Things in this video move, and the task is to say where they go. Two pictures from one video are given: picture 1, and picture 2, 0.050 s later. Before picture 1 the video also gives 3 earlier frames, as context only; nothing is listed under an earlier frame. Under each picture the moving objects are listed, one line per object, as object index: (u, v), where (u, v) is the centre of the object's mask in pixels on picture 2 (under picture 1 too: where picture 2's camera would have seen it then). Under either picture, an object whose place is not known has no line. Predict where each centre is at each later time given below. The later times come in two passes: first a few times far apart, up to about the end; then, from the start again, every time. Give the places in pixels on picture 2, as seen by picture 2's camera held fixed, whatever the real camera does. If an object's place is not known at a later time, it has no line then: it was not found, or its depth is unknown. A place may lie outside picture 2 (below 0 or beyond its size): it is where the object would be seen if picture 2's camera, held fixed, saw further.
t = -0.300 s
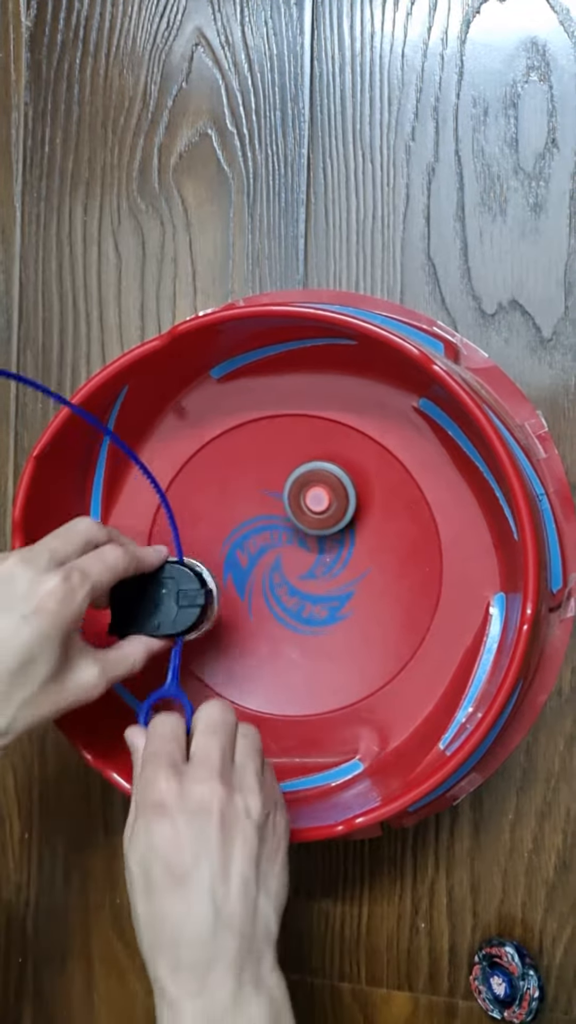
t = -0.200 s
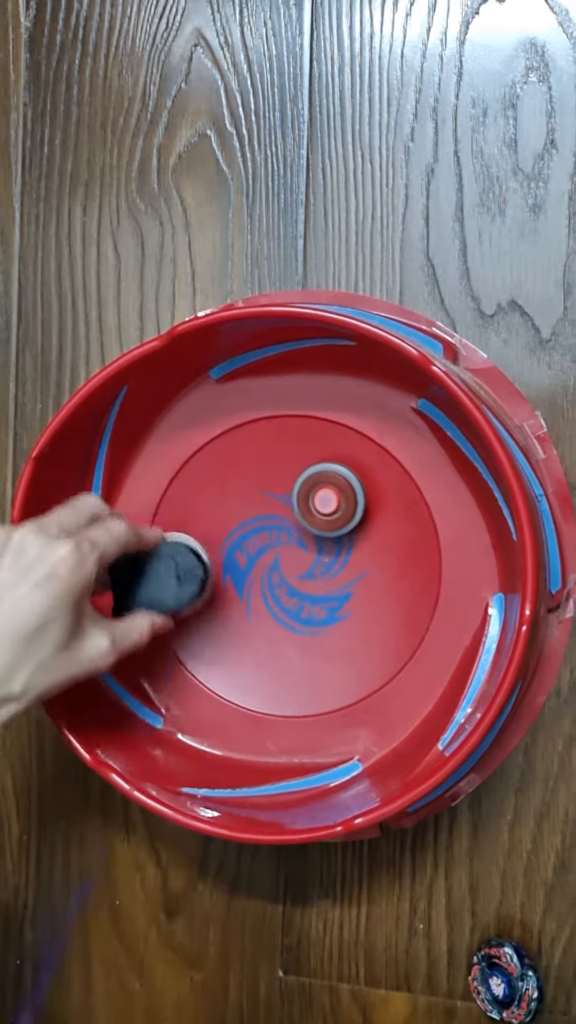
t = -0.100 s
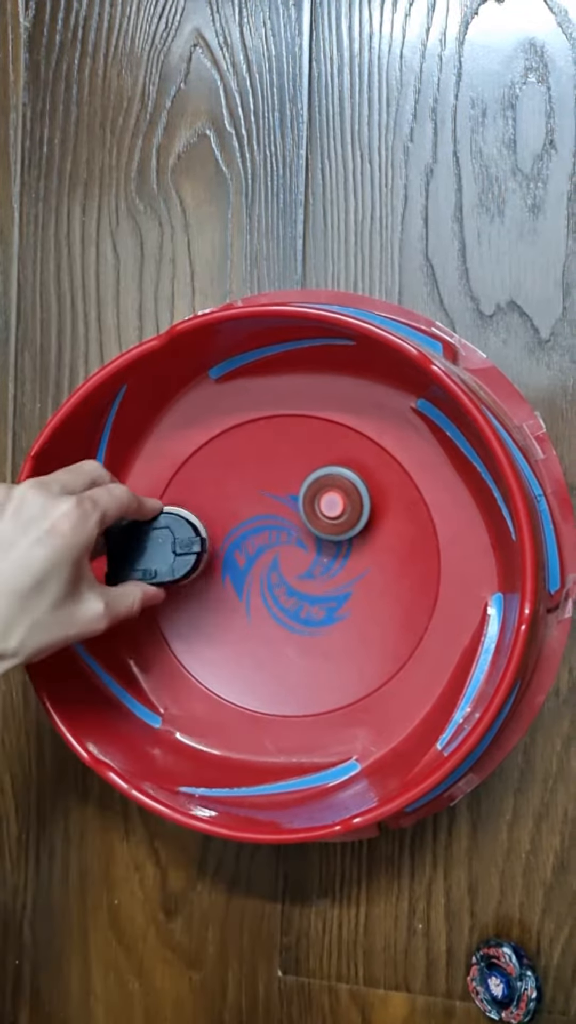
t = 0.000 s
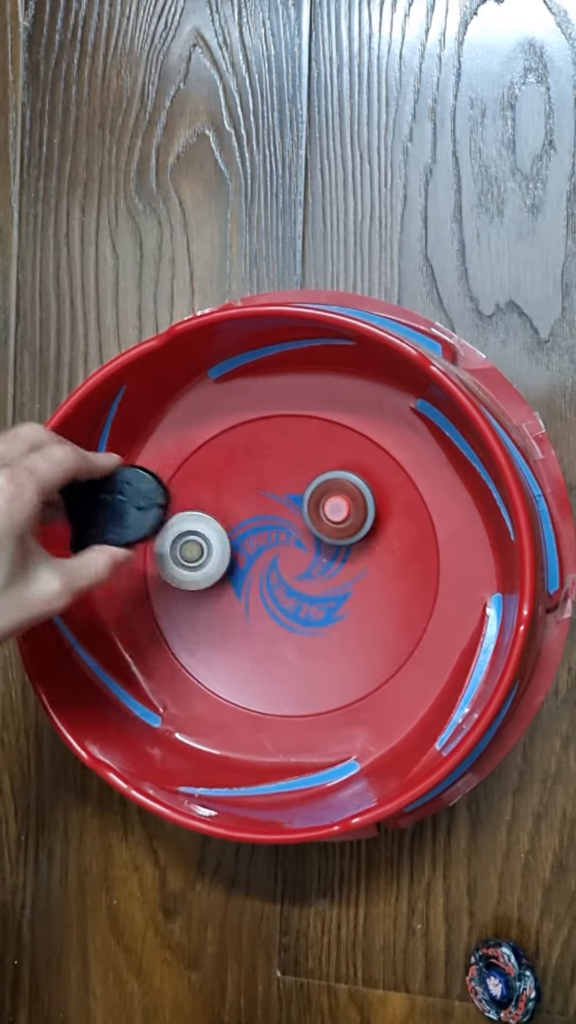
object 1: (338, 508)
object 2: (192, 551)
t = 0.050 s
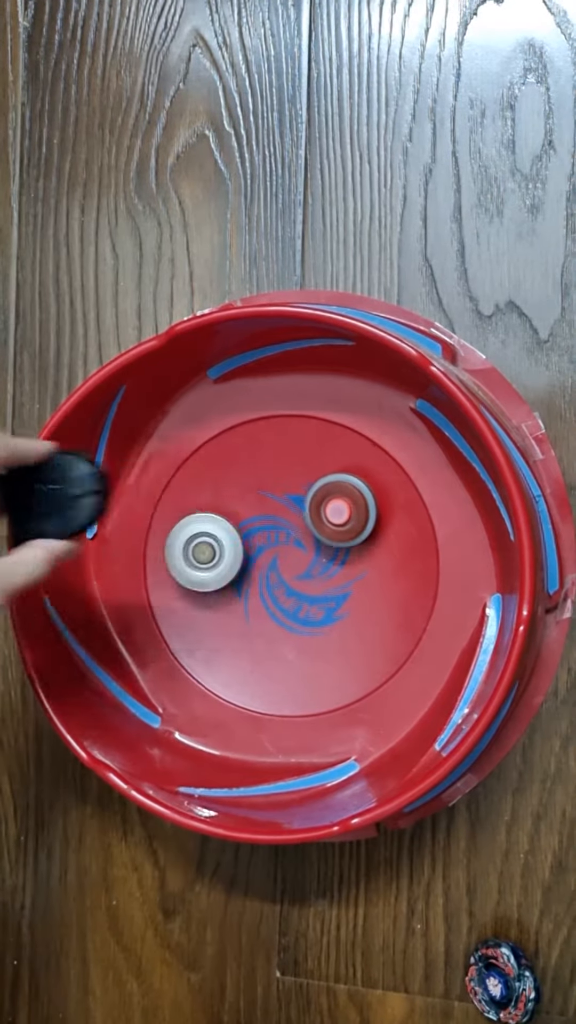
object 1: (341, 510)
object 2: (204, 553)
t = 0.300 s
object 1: (344, 536)
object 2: (242, 480)
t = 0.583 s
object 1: (351, 571)
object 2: (168, 535)
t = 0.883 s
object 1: (399, 555)
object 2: (352, 629)
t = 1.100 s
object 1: (293, 383)
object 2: (217, 709)
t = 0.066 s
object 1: (341, 511)
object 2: (209, 552)
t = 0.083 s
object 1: (342, 512)
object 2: (214, 550)
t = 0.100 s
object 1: (342, 514)
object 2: (219, 547)
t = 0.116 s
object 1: (342, 515)
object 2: (224, 544)
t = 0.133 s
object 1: (343, 517)
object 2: (229, 539)
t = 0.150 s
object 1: (343, 518)
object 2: (234, 534)
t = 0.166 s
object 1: (343, 520)
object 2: (237, 529)
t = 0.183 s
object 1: (344, 521)
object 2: (241, 523)
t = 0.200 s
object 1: (344, 523)
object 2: (243, 517)
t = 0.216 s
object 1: (344, 525)
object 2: (245, 511)
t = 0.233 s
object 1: (344, 527)
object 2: (246, 504)
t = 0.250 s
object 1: (344, 529)
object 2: (247, 498)
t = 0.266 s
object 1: (344, 531)
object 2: (246, 492)
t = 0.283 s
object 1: (344, 534)
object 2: (245, 485)
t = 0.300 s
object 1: (344, 536)
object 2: (242, 480)
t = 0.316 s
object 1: (344, 539)
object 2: (239, 474)
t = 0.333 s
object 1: (344, 541)
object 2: (235, 469)
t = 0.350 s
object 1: (344, 544)
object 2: (230, 465)
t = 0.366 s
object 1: (345, 546)
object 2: (225, 461)
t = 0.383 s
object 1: (346, 548)
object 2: (219, 459)
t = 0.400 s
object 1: (346, 551)
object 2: (213, 457)
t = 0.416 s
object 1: (346, 553)
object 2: (205, 457)
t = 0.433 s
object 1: (347, 555)
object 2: (198, 457)
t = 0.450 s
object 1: (347, 557)
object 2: (190, 459)
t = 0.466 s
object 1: (348, 559)
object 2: (184, 464)
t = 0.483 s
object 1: (348, 561)
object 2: (178, 471)
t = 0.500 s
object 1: (349, 563)
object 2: (174, 480)
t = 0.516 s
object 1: (349, 564)
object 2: (170, 489)
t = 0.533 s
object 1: (350, 566)
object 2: (167, 499)
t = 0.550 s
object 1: (350, 568)
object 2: (165, 510)
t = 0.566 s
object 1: (350, 569)
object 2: (166, 523)
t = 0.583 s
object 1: (351, 571)
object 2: (168, 535)
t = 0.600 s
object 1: (351, 572)
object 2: (172, 547)
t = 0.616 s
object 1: (352, 574)
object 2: (179, 559)
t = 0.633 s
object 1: (352, 575)
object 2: (187, 571)
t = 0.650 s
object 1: (352, 577)
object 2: (198, 583)
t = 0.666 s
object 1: (353, 578)
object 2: (209, 593)
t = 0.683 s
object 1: (353, 580)
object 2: (223, 602)
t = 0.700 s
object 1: (353, 581)
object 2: (238, 610)
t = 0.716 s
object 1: (353, 582)
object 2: (254, 616)
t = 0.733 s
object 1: (353, 584)
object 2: (271, 621)
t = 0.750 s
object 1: (355, 584)
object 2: (286, 624)
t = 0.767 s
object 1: (368, 579)
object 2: (292, 630)
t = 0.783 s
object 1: (378, 576)
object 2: (299, 634)
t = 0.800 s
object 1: (386, 572)
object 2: (307, 637)
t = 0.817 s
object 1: (392, 569)
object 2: (315, 639)
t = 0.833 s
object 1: (395, 565)
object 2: (323, 639)
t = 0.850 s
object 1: (398, 562)
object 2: (333, 637)
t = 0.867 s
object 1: (399, 559)
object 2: (342, 633)
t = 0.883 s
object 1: (399, 555)
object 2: (352, 629)
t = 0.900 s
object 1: (403, 546)
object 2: (358, 627)
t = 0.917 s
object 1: (427, 513)
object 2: (343, 646)
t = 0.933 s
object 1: (437, 485)
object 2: (326, 665)
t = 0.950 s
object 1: (422, 469)
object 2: (310, 681)
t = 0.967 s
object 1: (406, 453)
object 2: (293, 697)
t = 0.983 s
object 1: (390, 437)
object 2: (278, 710)
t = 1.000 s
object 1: (374, 421)
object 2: (265, 720)
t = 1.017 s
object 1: (360, 406)
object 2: (251, 728)
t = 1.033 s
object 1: (347, 391)
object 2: (241, 730)
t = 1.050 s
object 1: (334, 377)
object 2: (234, 724)
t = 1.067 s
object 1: (321, 365)
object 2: (227, 718)
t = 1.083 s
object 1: (306, 373)
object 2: (221, 713)
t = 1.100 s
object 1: (293, 383)
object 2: (217, 709)
